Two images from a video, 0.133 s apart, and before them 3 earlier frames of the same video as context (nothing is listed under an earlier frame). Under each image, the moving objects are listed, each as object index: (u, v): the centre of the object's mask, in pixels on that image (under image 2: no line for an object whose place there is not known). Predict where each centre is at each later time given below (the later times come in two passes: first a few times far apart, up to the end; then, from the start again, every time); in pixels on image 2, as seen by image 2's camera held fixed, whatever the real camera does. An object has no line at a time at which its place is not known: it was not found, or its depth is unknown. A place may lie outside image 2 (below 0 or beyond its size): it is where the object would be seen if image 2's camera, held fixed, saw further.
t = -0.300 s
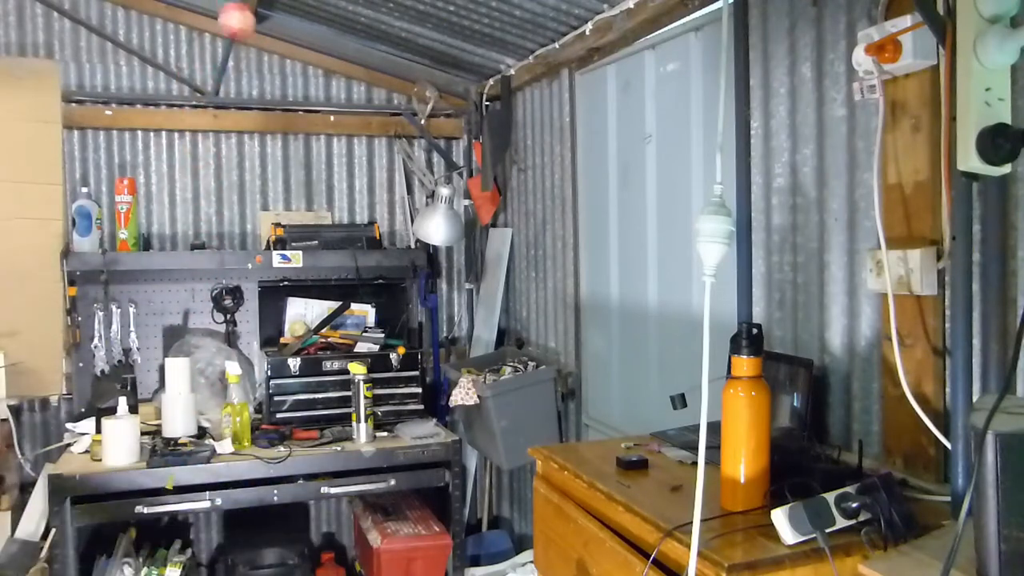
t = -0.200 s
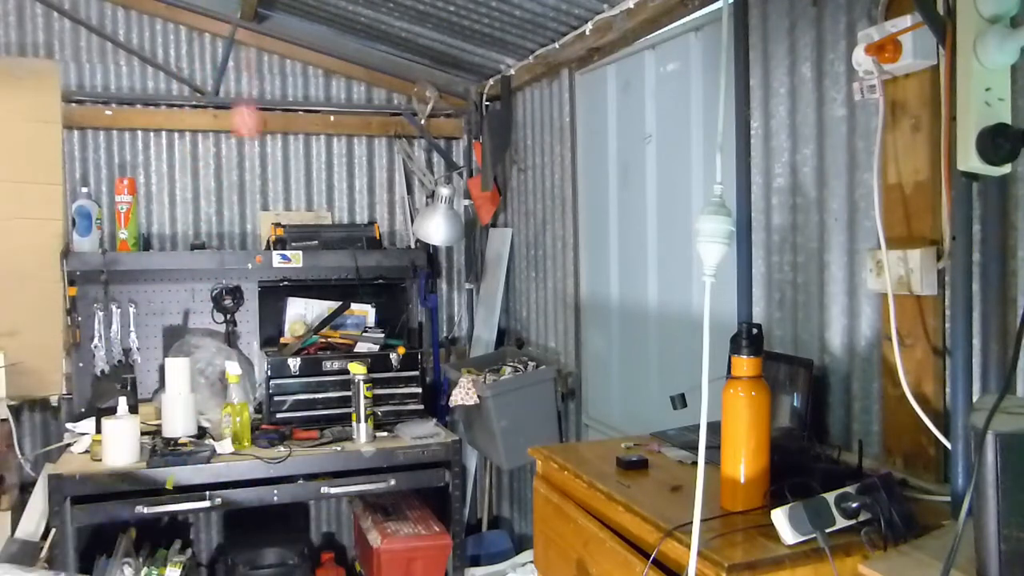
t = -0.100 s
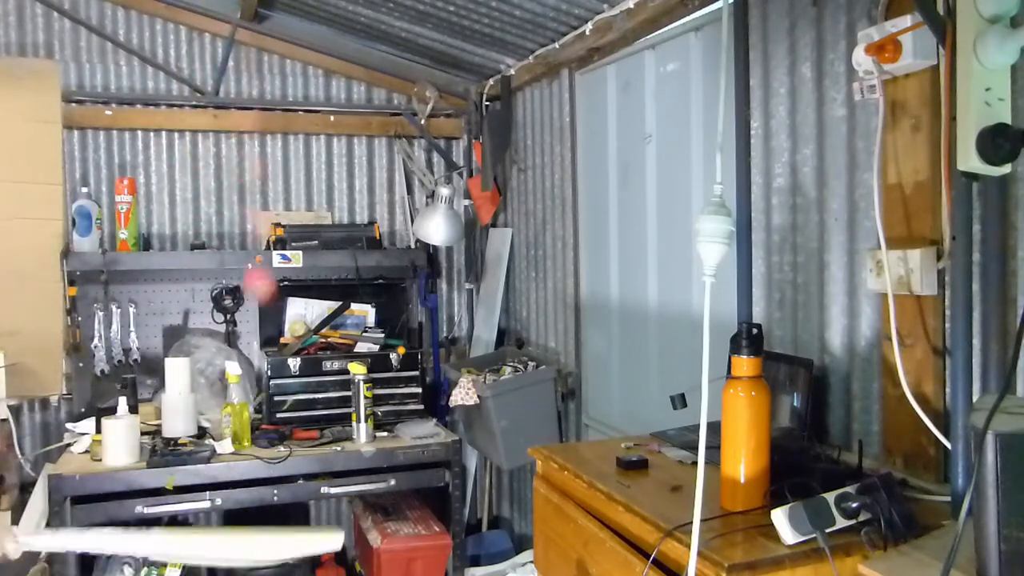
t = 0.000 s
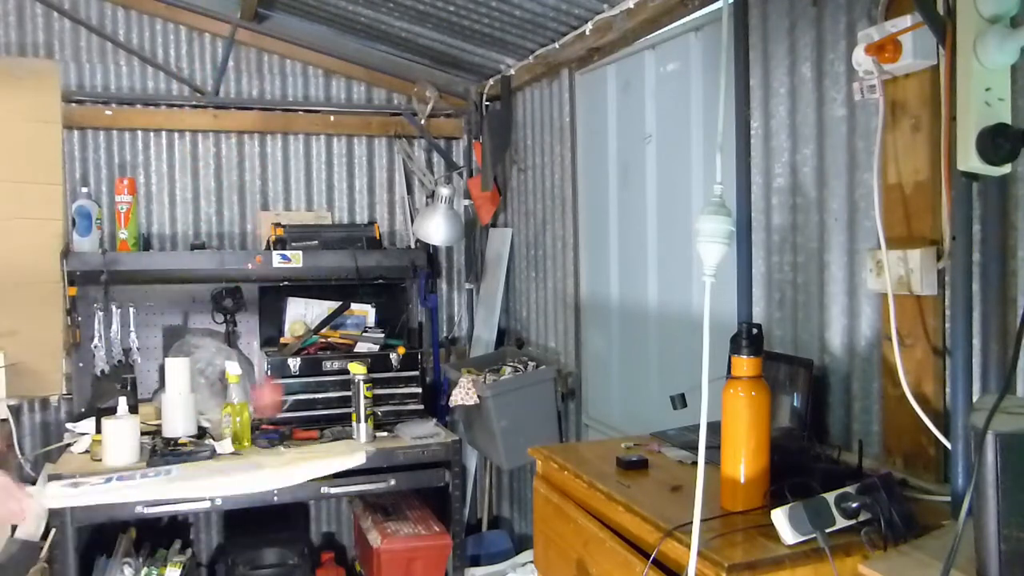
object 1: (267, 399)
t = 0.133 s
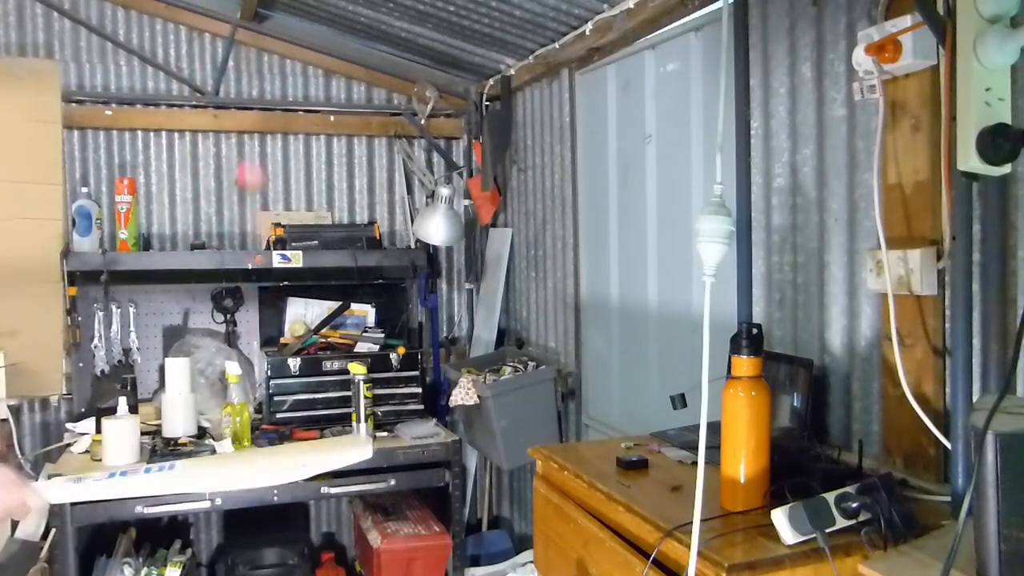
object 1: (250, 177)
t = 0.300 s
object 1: (235, 31)
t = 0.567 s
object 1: (217, 89)
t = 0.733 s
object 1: (218, 298)
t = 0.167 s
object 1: (247, 136)
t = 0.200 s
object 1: (242, 100)
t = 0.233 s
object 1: (239, 74)
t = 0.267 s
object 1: (237, 50)
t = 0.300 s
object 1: (235, 31)
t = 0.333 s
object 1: (232, 20)
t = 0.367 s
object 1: (230, 15)
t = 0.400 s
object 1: (229, 14)
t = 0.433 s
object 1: (227, 16)
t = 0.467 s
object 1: (224, 24)
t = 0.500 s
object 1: (222, 39)
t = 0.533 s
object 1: (220, 60)
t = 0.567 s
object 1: (217, 89)
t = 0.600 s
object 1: (219, 118)
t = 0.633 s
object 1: (221, 158)
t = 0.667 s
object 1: (219, 199)
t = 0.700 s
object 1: (215, 244)
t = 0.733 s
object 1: (218, 298)
